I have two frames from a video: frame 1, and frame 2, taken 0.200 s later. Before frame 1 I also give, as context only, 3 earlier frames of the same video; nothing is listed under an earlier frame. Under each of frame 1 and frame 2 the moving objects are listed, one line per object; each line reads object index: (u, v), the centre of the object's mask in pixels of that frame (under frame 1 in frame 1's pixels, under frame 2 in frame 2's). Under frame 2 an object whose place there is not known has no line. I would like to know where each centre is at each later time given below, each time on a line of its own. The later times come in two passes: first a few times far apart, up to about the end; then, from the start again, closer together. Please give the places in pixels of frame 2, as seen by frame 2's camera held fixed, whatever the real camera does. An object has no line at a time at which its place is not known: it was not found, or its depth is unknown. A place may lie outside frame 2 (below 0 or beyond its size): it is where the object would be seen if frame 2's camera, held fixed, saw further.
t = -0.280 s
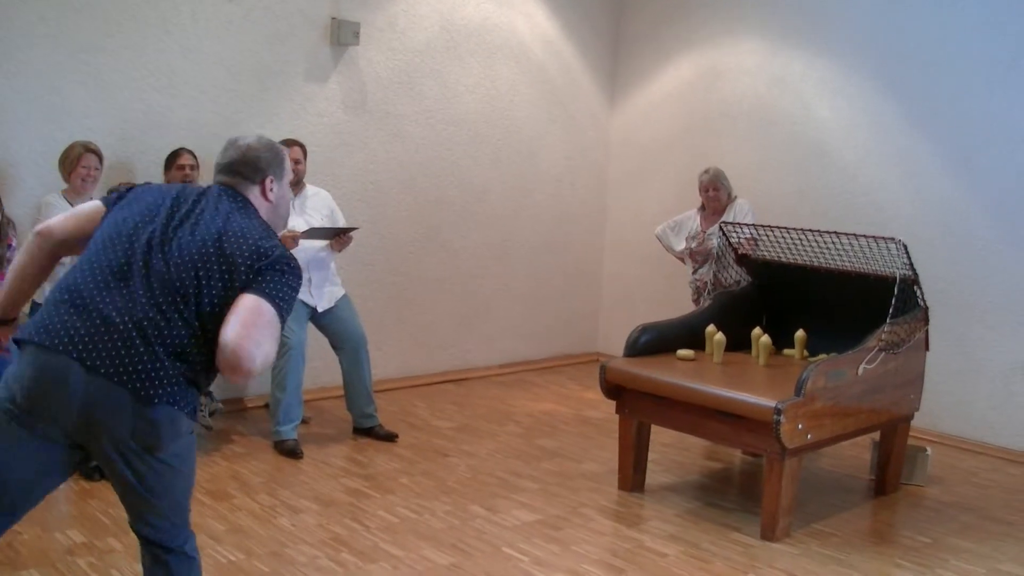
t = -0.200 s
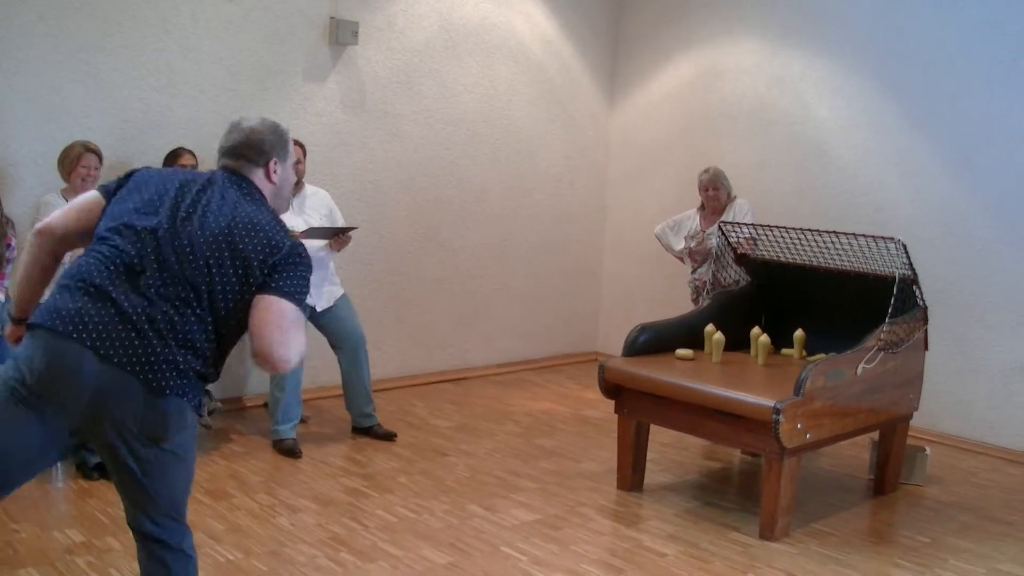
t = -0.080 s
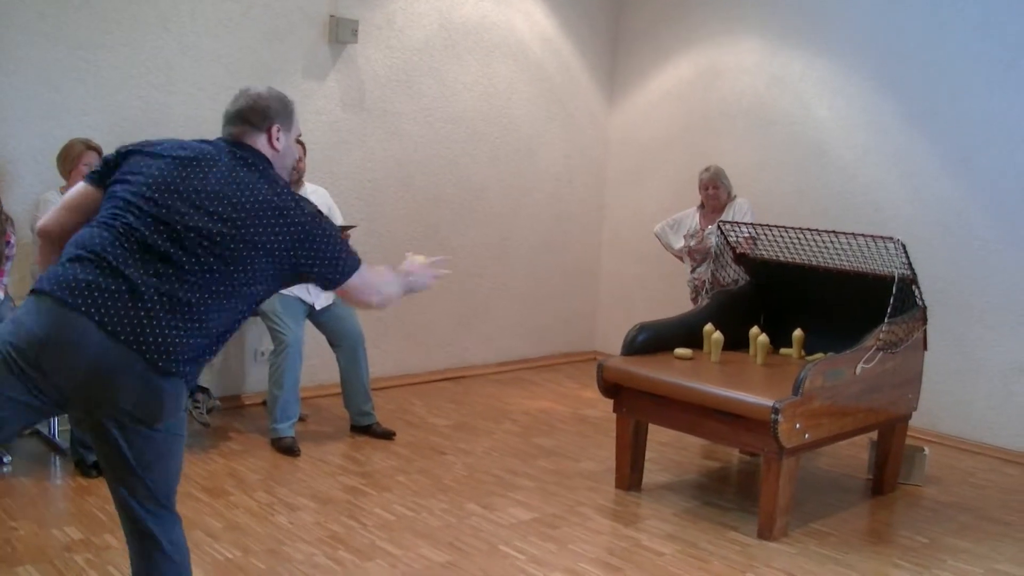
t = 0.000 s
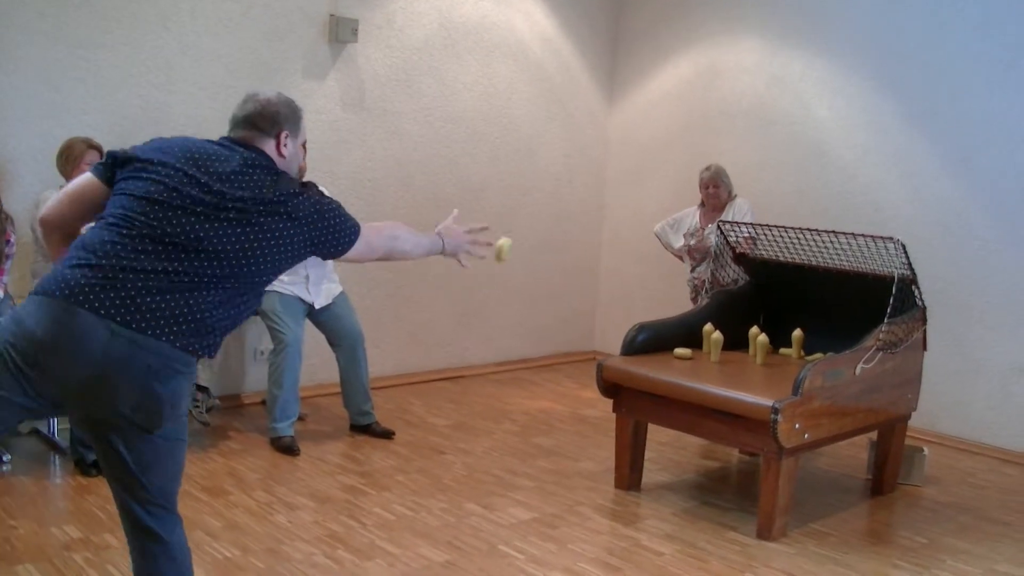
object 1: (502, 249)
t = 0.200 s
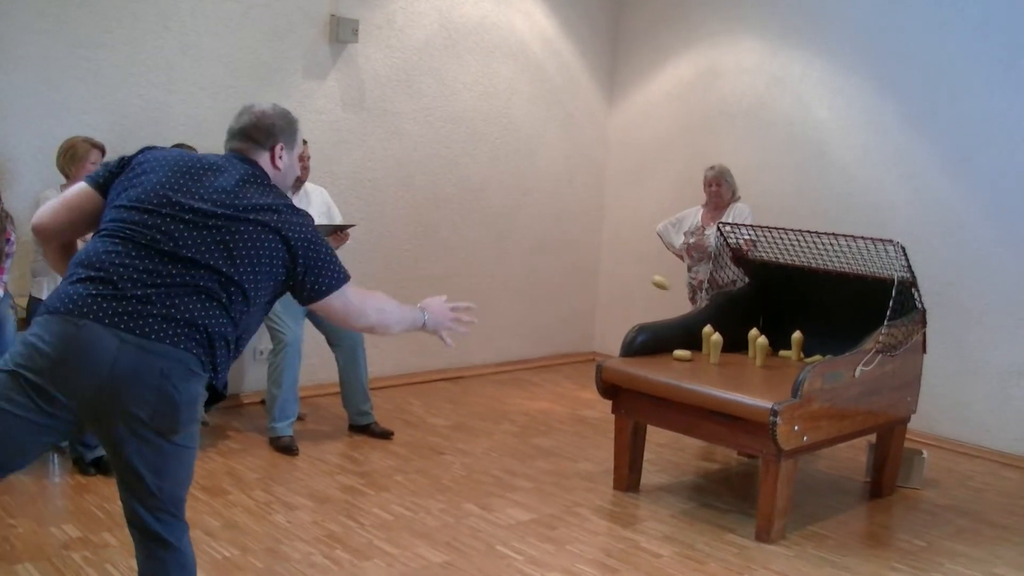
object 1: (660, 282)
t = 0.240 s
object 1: (684, 298)
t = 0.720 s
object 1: (772, 342)
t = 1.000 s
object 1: (736, 350)
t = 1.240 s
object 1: (730, 351)
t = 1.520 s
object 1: (730, 352)
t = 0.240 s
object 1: (684, 298)
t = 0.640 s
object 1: (771, 340)
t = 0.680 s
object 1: (770, 341)
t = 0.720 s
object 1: (772, 342)
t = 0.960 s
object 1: (739, 348)
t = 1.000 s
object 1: (736, 350)
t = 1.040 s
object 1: (735, 350)
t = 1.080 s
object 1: (735, 349)
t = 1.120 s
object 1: (732, 350)
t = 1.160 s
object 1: (732, 351)
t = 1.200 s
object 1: (731, 351)
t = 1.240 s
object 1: (730, 351)
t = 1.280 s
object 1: (730, 351)
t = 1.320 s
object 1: (730, 351)
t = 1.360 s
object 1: (730, 351)
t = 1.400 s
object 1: (729, 351)
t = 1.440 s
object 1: (729, 351)
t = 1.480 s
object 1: (730, 351)
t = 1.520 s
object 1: (730, 352)
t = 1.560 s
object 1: (730, 351)
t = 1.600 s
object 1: (730, 351)
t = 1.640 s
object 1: (730, 352)
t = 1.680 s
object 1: (730, 352)
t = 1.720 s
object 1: (730, 351)
